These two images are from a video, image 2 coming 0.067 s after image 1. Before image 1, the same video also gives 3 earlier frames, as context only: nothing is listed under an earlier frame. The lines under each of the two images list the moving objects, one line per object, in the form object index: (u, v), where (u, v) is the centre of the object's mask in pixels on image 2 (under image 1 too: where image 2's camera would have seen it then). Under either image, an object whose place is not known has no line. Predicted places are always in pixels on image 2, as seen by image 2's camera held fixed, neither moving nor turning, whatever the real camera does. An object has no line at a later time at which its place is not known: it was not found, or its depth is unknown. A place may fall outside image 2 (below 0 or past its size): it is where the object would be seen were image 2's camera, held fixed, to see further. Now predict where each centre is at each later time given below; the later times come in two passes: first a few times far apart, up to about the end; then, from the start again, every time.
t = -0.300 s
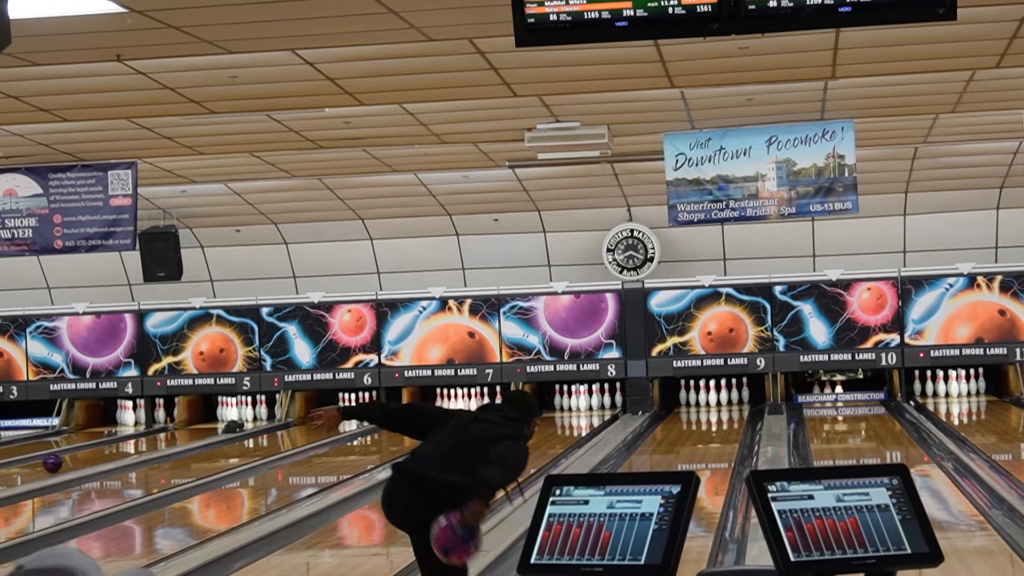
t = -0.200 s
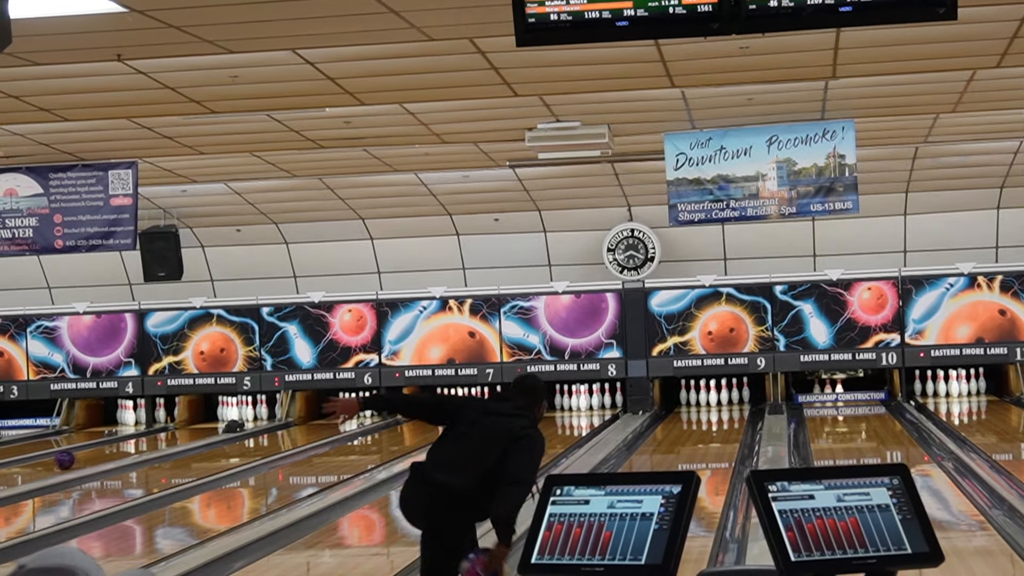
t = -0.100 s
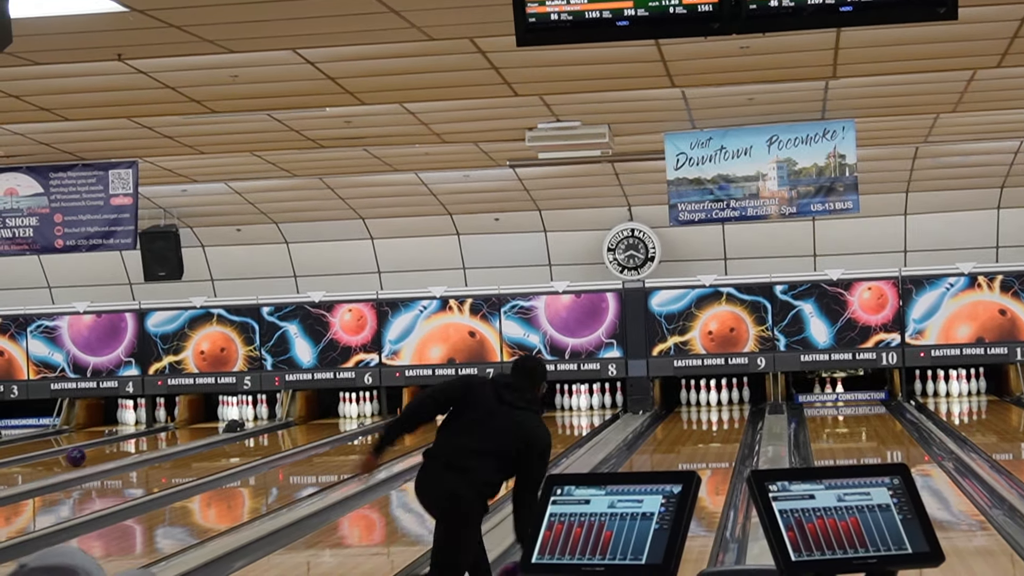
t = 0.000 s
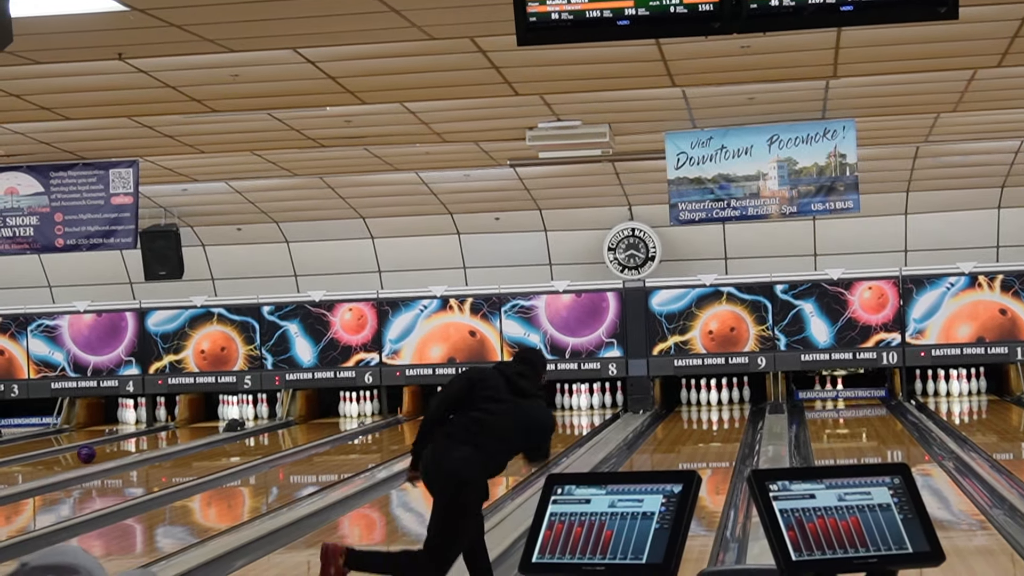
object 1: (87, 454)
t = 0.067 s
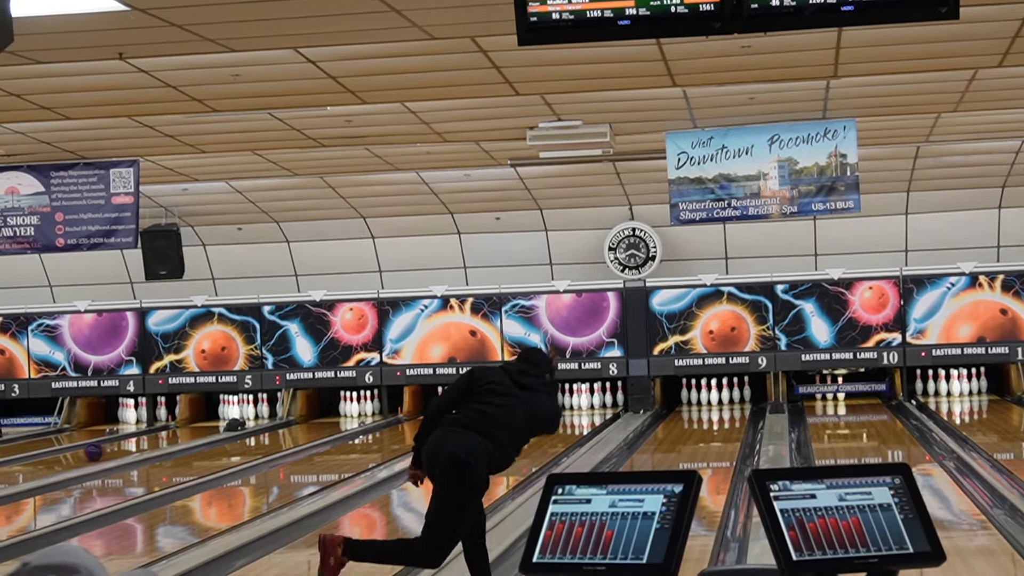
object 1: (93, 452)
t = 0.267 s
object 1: (112, 448)
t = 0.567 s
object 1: (137, 443)
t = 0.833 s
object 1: (158, 438)
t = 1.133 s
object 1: (179, 433)
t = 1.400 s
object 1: (196, 428)
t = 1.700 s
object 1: (215, 424)
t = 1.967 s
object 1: (230, 418)
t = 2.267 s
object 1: (247, 416)
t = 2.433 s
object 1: (256, 413)
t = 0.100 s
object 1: (97, 451)
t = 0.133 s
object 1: (100, 451)
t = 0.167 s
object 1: (103, 450)
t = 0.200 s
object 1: (106, 449)
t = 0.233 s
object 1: (109, 449)
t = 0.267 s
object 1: (112, 448)
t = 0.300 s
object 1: (115, 447)
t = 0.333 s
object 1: (117, 447)
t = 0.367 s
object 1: (120, 446)
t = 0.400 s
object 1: (123, 446)
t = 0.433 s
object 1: (126, 445)
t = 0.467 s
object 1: (129, 444)
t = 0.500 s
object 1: (132, 444)
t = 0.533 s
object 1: (134, 443)
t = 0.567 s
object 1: (137, 443)
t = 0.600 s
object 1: (140, 442)
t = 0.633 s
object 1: (142, 441)
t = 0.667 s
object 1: (145, 440)
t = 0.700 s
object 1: (147, 440)
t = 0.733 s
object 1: (150, 439)
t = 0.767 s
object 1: (153, 439)
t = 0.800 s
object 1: (155, 439)
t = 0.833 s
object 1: (158, 438)
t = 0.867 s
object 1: (160, 437)
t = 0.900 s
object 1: (162, 436)
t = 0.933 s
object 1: (166, 436)
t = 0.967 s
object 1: (168, 436)
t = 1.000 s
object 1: (170, 435)
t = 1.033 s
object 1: (172, 434)
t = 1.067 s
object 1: (175, 434)
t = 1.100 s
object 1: (176, 433)
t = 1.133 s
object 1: (179, 433)
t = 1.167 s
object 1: (181, 432)
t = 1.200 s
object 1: (183, 431)
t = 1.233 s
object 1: (185, 431)
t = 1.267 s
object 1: (188, 430)
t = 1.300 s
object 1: (190, 430)
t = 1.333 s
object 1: (192, 429)
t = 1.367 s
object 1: (194, 429)
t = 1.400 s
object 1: (196, 428)
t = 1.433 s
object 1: (198, 428)
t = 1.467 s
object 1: (201, 427)
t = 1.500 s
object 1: (203, 427)
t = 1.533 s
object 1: (205, 427)
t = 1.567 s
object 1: (207, 426)
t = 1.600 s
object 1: (210, 425)
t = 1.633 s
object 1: (211, 425)
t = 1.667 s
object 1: (213, 424)
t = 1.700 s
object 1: (215, 424)
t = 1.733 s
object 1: (217, 423)
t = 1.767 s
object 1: (218, 423)
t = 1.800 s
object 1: (220, 422)
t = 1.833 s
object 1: (221, 422)
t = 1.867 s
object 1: (223, 420)
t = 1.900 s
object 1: (225, 419)
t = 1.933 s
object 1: (228, 418)
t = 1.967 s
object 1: (230, 418)
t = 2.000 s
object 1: (232, 417)
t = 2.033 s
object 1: (235, 416)
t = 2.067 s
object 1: (237, 416)
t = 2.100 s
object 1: (239, 416)
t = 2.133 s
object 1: (241, 416)
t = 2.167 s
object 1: (242, 416)
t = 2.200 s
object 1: (244, 416)
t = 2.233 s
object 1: (245, 416)
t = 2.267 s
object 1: (247, 416)
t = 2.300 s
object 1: (249, 415)
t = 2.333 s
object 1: (251, 415)
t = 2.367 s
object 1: (252, 414)
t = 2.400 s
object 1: (254, 414)
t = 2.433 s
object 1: (256, 413)
